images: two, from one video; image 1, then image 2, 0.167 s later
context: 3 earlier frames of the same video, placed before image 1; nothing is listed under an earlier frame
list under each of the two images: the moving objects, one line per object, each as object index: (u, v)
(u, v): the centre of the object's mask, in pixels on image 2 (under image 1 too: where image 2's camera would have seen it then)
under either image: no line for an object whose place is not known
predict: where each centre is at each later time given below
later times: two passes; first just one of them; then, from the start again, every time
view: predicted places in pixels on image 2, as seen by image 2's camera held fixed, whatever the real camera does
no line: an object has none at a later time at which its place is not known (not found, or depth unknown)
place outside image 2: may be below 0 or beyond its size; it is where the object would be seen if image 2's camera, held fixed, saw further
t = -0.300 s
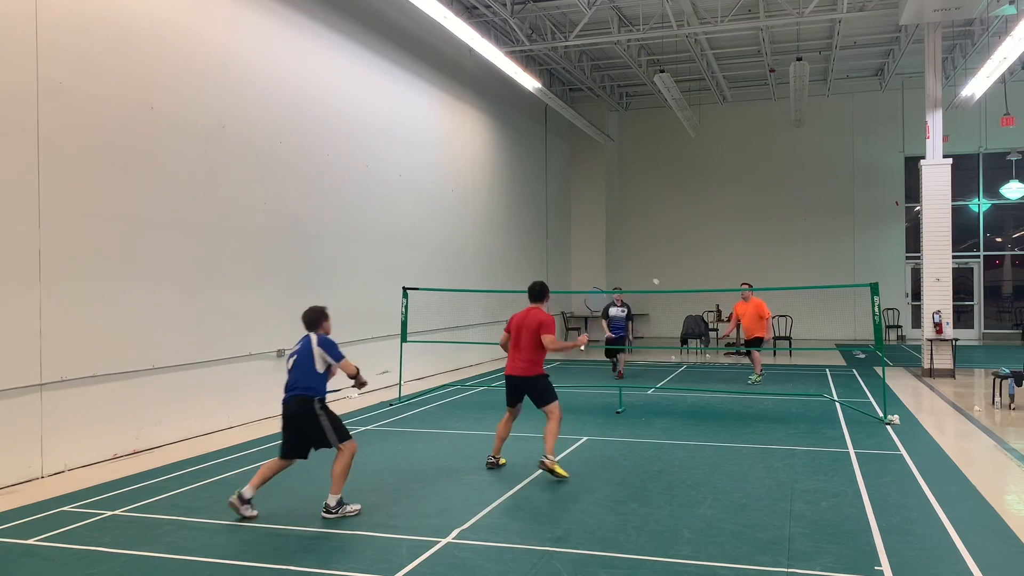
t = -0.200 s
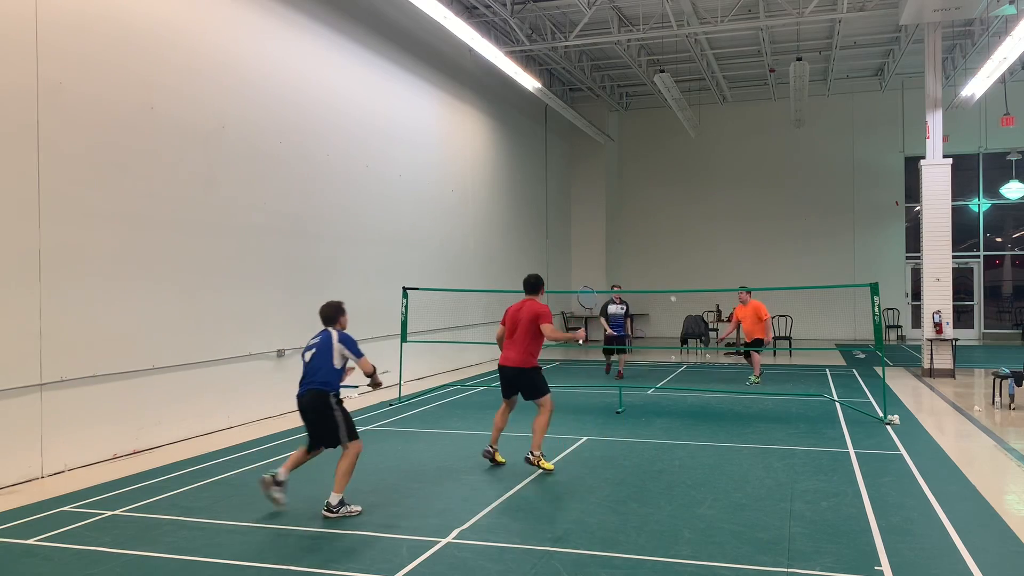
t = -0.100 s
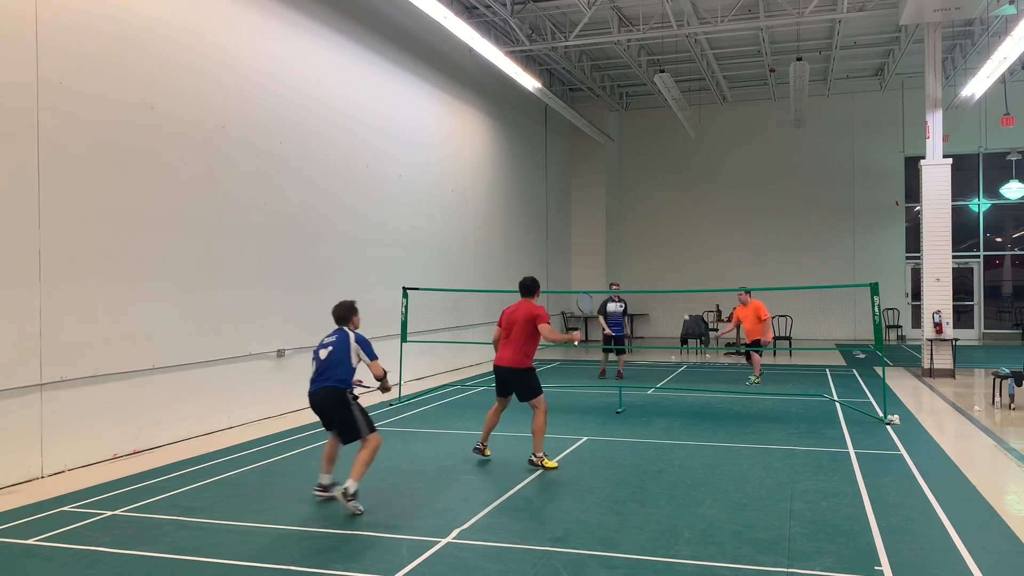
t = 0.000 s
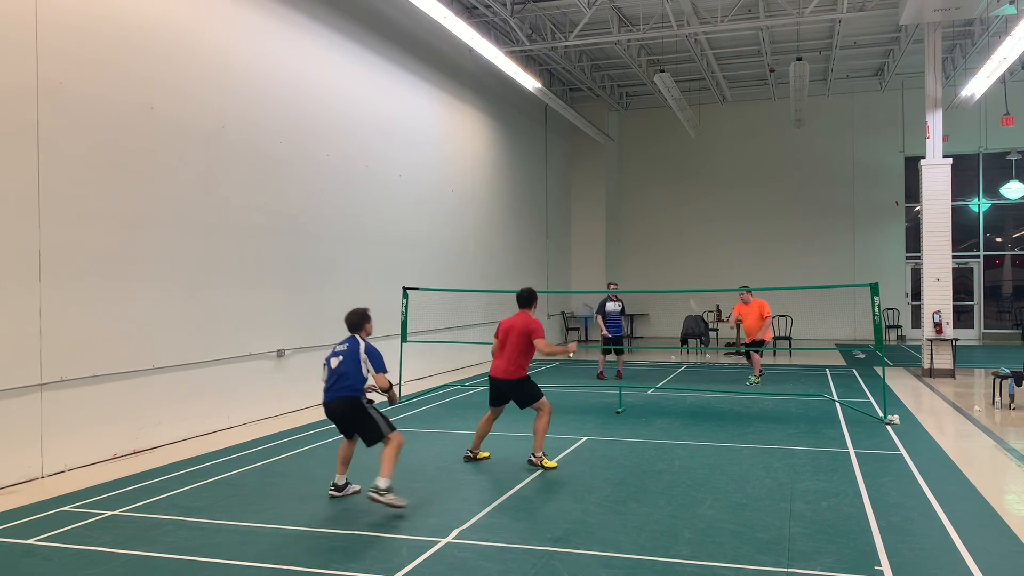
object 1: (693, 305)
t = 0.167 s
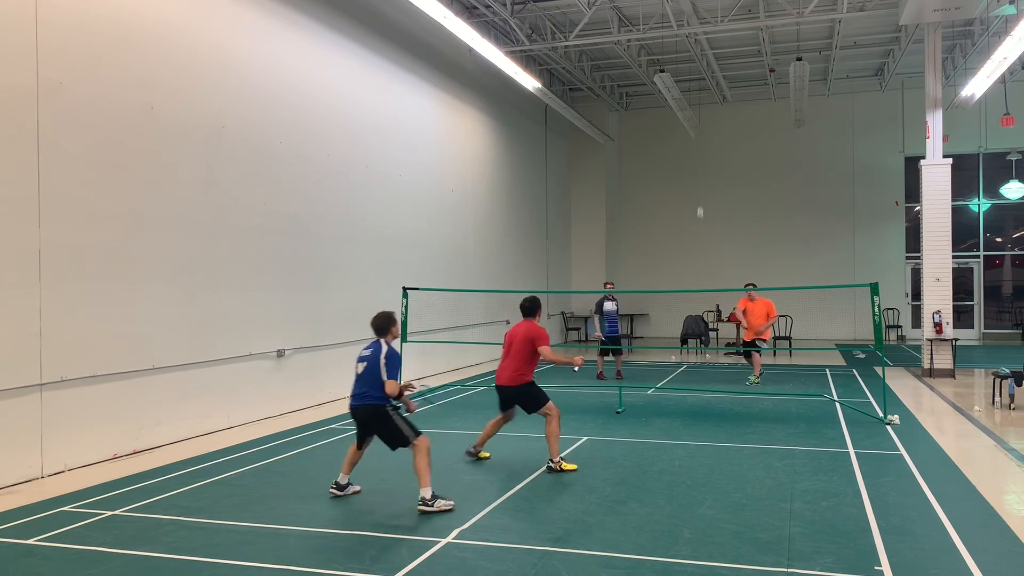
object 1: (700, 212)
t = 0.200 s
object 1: (701, 198)
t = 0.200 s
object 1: (701, 198)
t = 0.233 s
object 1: (703, 185)
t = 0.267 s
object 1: (703, 173)
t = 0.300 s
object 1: (704, 163)
